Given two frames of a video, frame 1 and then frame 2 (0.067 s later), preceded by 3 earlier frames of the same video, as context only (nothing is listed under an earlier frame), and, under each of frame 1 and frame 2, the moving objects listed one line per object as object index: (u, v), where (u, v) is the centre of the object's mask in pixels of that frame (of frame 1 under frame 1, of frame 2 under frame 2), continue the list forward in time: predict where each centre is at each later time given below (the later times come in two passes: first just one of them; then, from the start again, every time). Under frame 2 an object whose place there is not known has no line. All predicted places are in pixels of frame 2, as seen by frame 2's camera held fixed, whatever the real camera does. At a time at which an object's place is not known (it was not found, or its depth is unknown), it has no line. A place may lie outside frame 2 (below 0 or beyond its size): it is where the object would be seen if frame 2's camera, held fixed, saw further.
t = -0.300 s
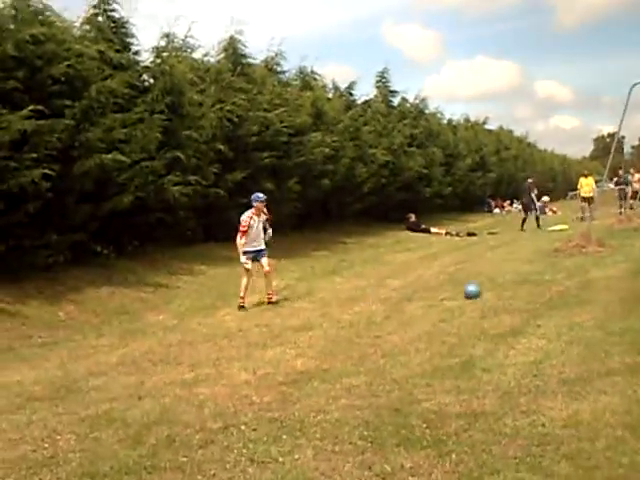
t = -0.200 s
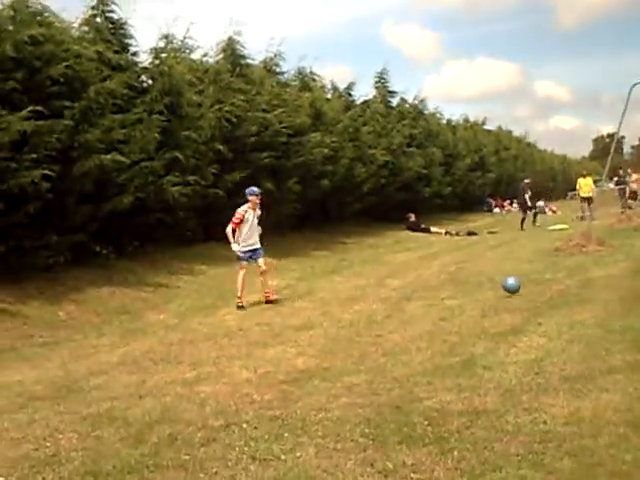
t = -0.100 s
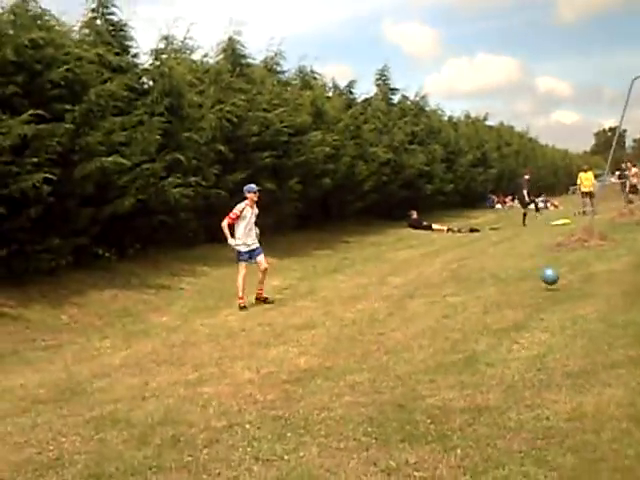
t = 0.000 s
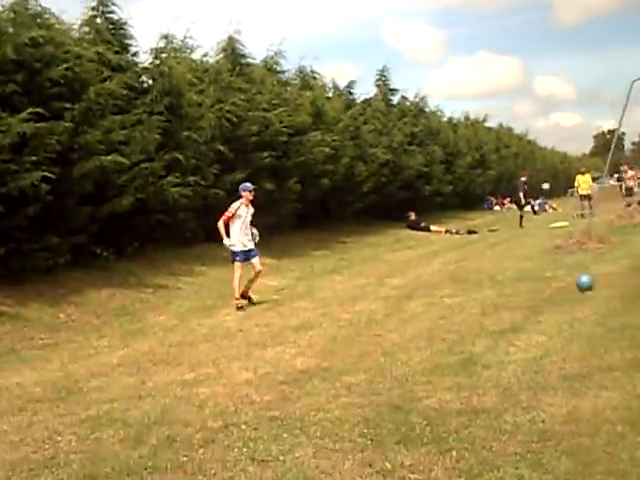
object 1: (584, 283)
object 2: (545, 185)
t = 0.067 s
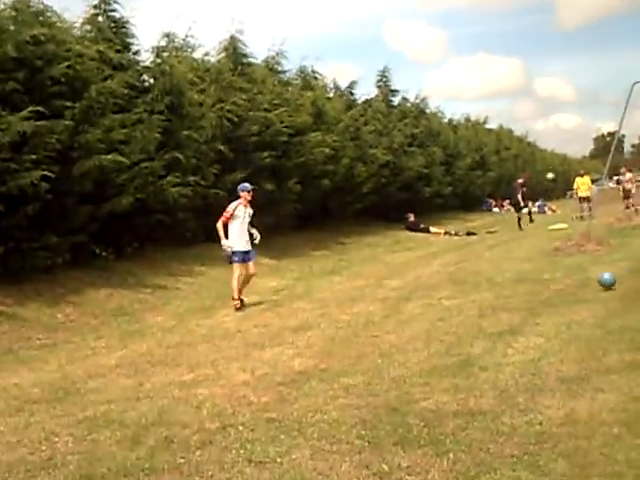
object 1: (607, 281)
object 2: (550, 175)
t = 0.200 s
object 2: (560, 155)
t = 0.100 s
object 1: (618, 277)
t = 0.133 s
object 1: (630, 275)
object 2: (555, 164)
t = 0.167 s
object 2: (558, 160)
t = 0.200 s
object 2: (560, 155)
